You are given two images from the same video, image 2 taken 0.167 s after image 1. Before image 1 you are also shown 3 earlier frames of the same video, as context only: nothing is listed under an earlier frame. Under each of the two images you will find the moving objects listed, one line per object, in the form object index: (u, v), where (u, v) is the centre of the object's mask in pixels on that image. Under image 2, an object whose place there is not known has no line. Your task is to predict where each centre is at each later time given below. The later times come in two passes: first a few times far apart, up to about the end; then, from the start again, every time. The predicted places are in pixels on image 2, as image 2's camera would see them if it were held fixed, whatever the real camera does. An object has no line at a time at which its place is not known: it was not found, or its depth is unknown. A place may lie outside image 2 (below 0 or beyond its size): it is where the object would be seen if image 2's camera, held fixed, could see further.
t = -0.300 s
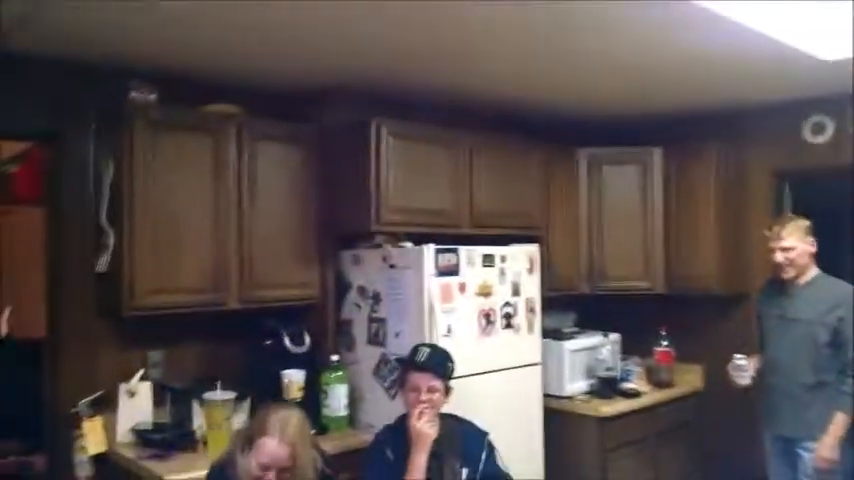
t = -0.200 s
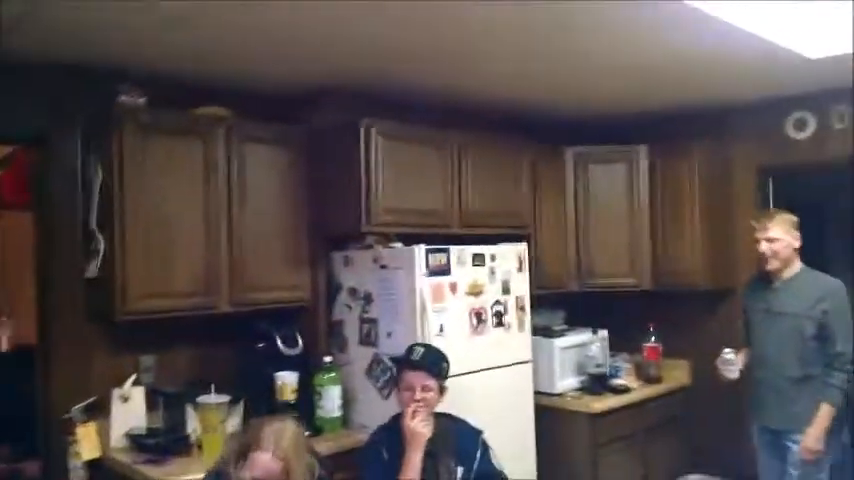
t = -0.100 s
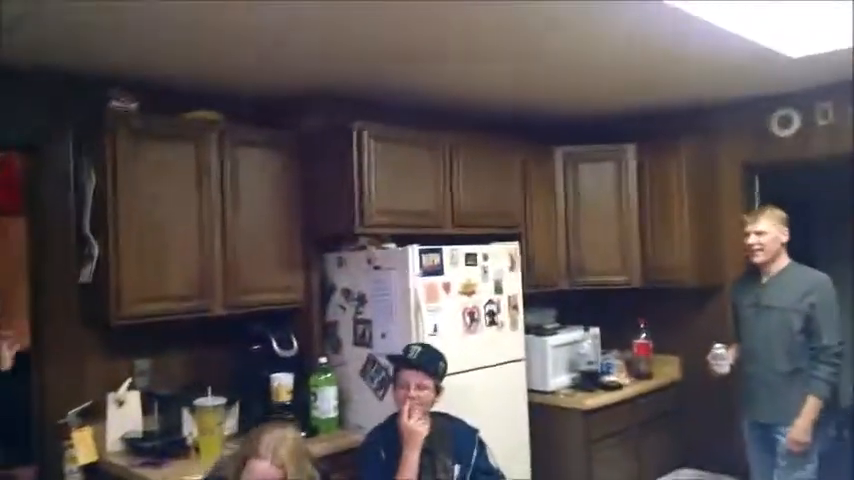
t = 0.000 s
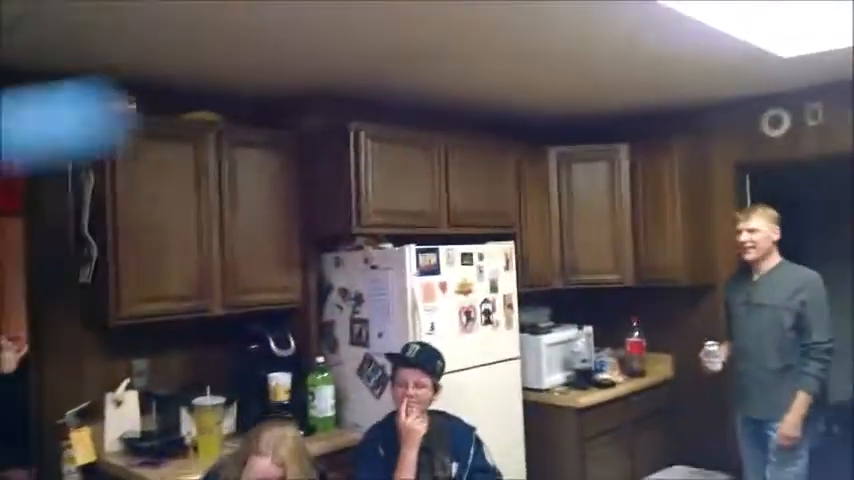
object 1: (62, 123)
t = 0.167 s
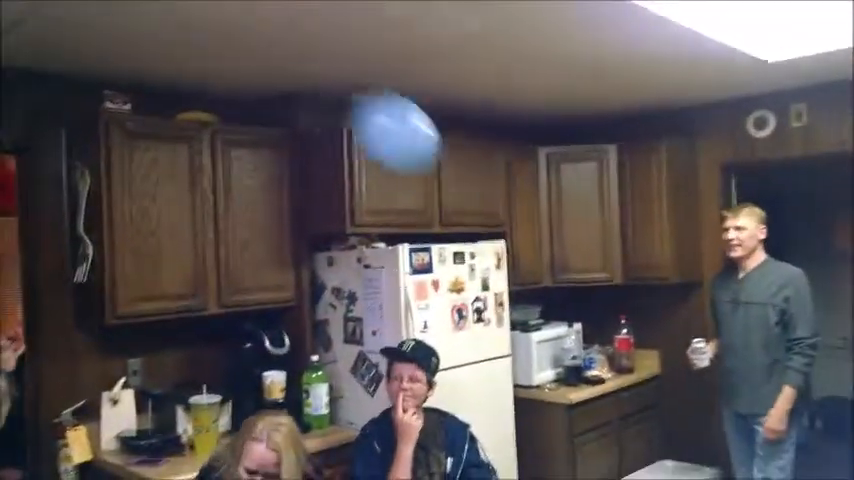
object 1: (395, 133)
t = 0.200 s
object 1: (419, 147)
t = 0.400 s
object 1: (489, 219)
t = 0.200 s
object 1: (419, 147)
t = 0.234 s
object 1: (438, 160)
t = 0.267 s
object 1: (452, 172)
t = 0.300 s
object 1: (465, 185)
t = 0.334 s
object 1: (475, 197)
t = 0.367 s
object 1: (482, 209)
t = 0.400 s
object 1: (489, 219)
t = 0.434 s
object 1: (496, 232)
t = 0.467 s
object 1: (502, 244)
